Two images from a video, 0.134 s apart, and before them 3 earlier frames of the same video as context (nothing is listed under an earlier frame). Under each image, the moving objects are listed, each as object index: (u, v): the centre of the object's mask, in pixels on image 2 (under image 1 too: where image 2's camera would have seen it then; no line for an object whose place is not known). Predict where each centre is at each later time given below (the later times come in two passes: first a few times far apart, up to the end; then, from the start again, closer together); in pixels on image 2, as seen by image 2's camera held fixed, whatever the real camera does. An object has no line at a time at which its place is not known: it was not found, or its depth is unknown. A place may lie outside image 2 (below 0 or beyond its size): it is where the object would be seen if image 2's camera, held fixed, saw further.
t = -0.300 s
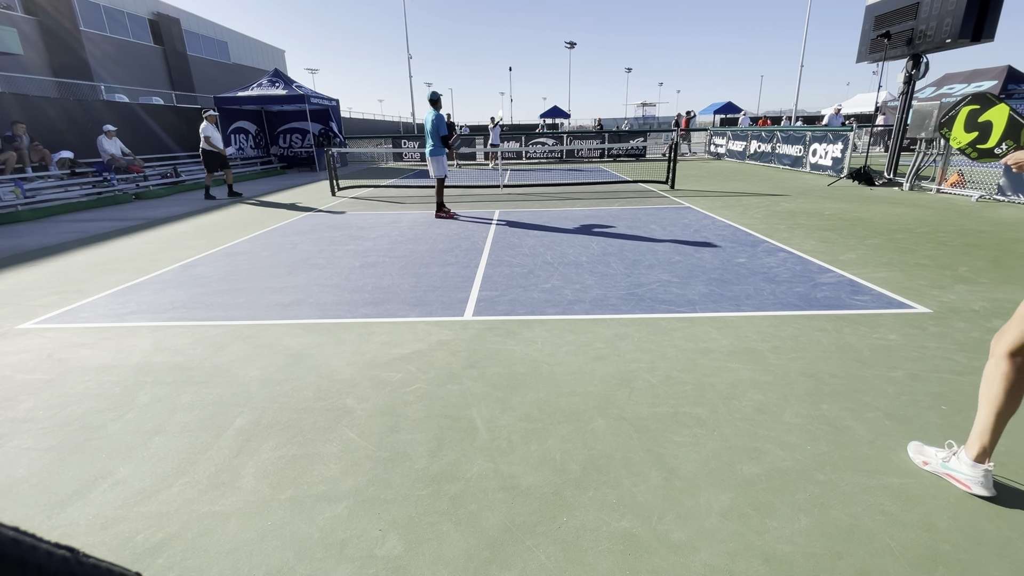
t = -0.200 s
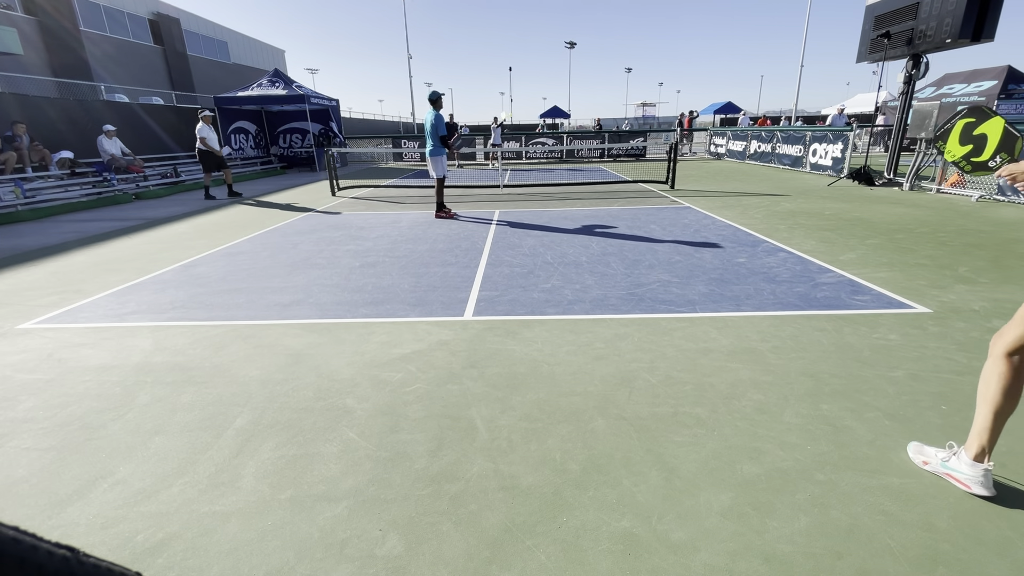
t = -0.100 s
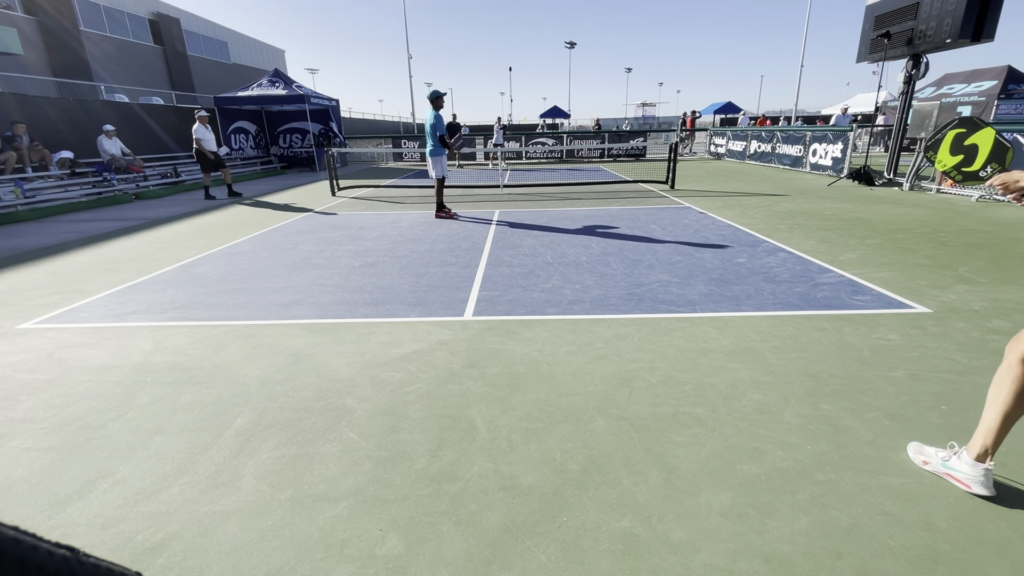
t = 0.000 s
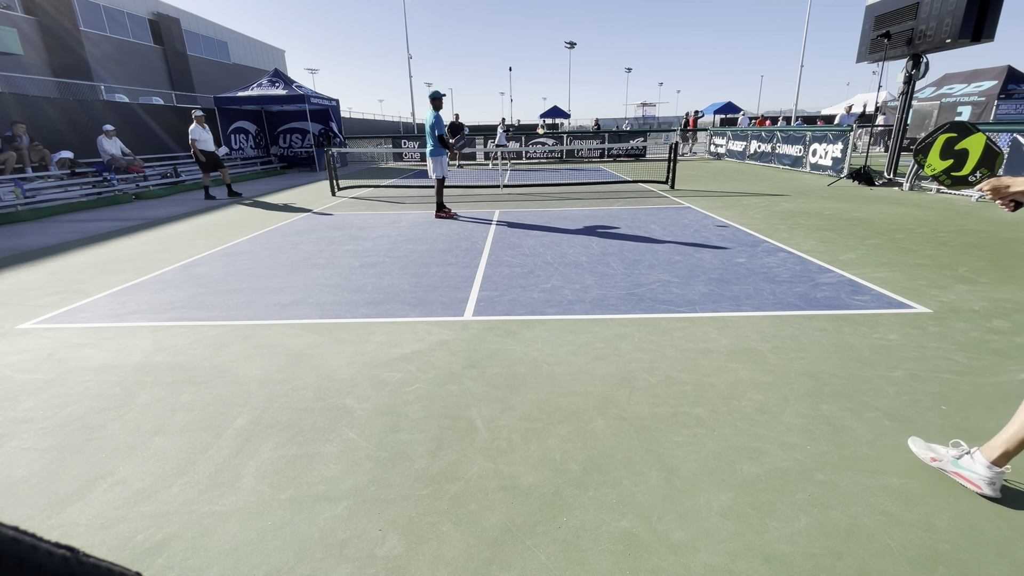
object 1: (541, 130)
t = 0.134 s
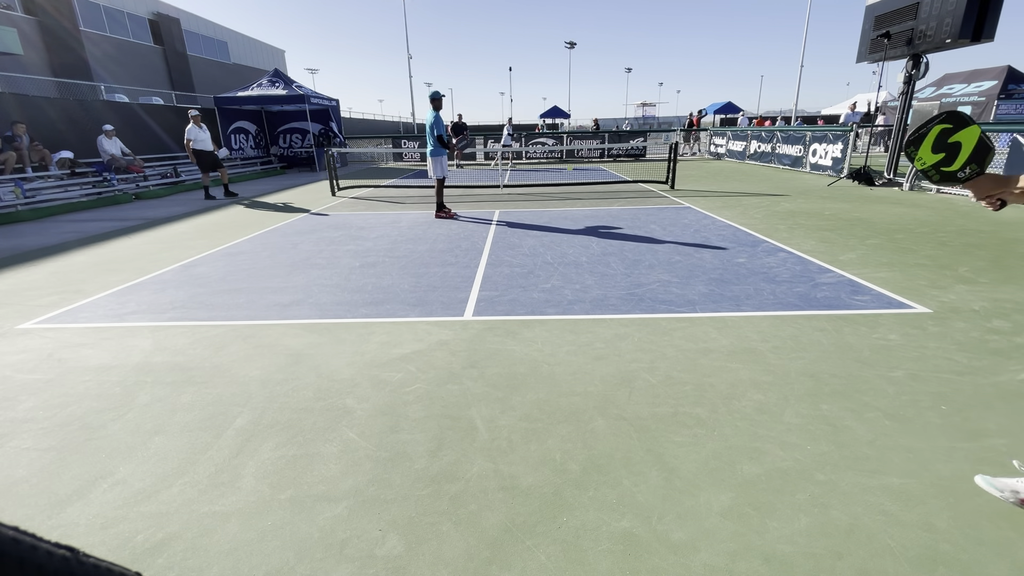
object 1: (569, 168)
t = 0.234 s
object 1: (598, 218)
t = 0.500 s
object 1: (709, 261)
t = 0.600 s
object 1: (794, 293)
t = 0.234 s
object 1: (598, 218)
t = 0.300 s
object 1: (622, 269)
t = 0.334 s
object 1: (632, 266)
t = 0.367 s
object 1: (643, 262)
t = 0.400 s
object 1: (656, 260)
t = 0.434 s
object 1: (671, 258)
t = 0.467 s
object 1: (689, 259)
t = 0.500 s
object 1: (709, 261)
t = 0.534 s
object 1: (732, 267)
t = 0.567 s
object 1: (760, 278)
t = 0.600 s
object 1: (794, 293)
